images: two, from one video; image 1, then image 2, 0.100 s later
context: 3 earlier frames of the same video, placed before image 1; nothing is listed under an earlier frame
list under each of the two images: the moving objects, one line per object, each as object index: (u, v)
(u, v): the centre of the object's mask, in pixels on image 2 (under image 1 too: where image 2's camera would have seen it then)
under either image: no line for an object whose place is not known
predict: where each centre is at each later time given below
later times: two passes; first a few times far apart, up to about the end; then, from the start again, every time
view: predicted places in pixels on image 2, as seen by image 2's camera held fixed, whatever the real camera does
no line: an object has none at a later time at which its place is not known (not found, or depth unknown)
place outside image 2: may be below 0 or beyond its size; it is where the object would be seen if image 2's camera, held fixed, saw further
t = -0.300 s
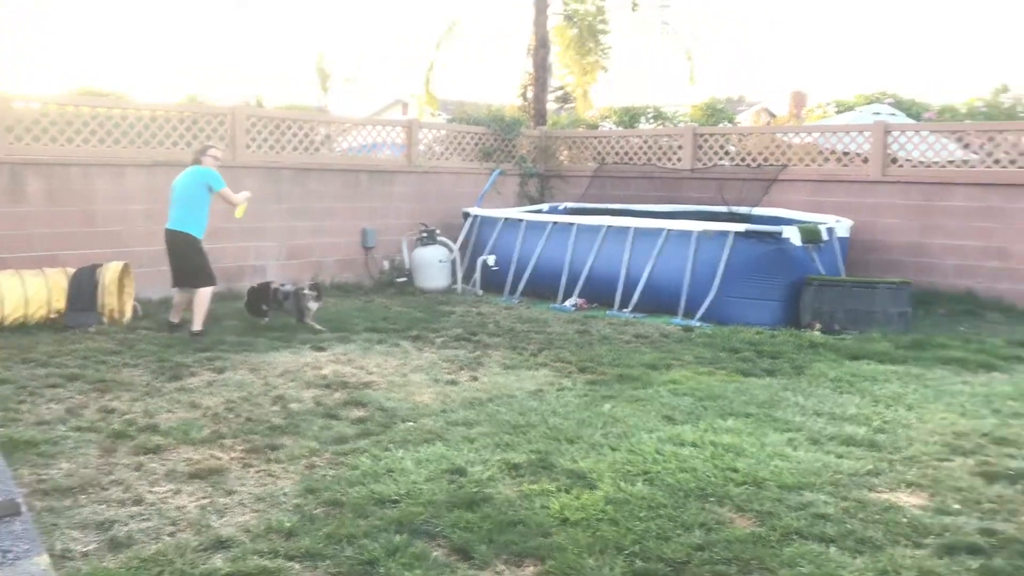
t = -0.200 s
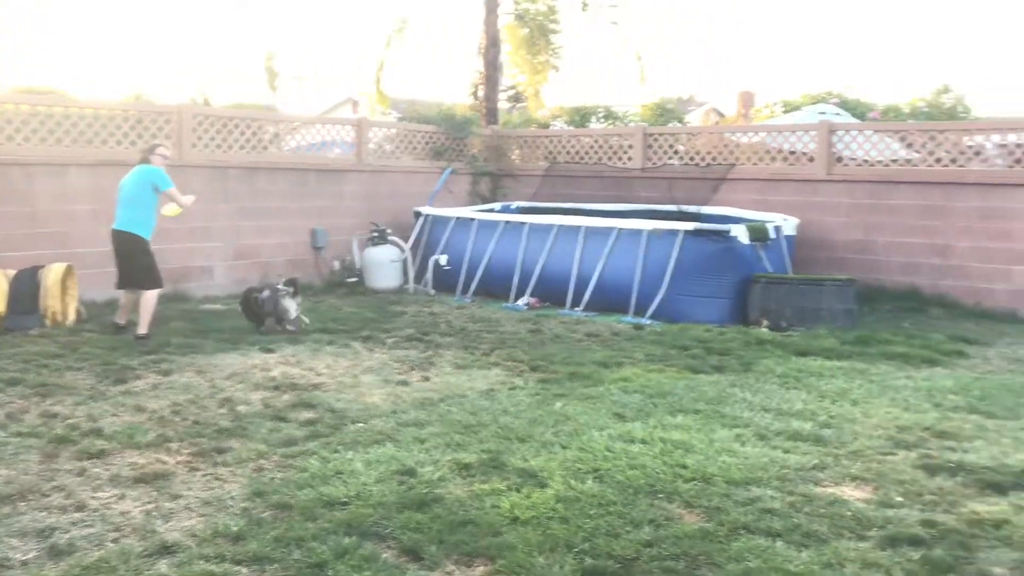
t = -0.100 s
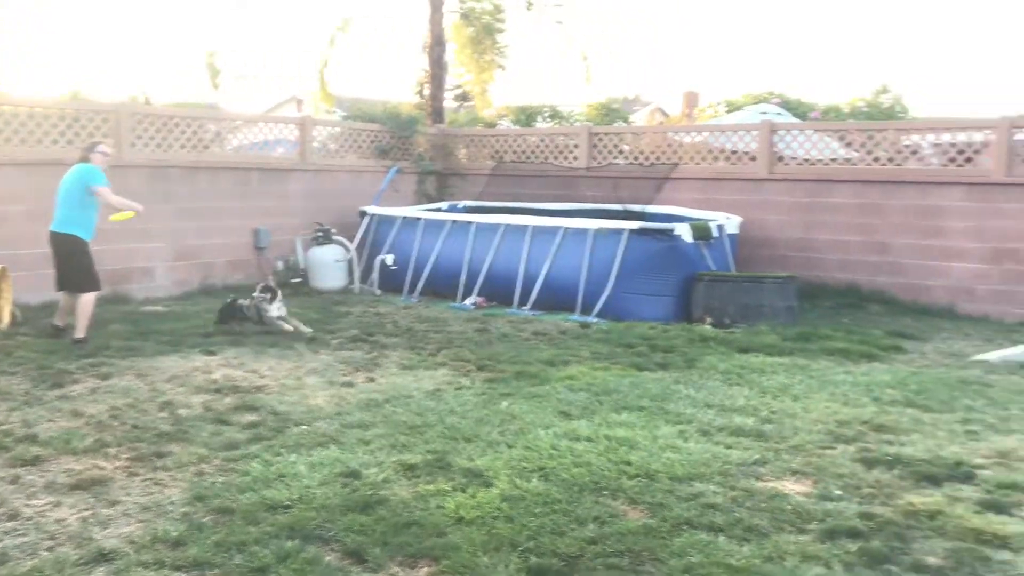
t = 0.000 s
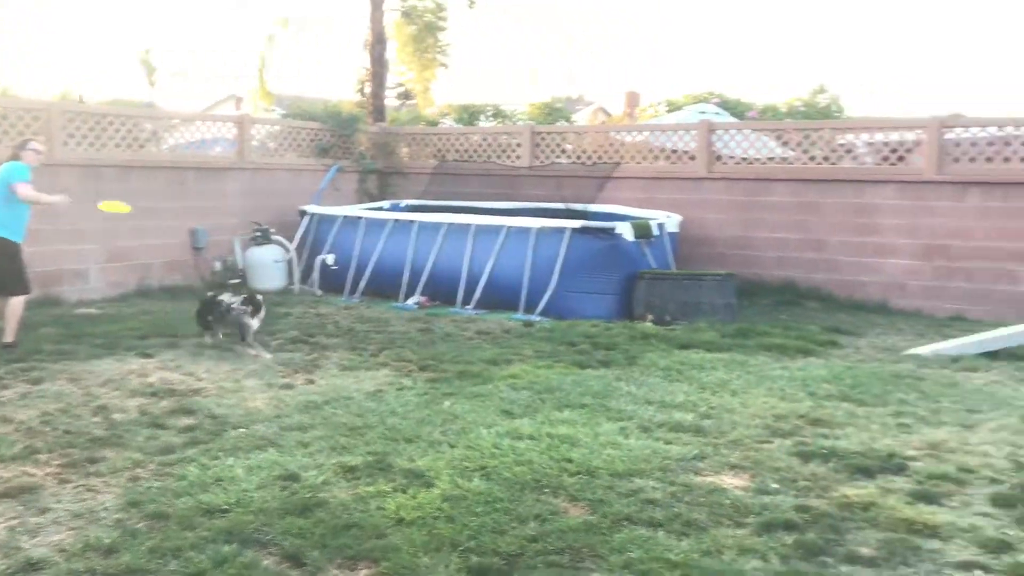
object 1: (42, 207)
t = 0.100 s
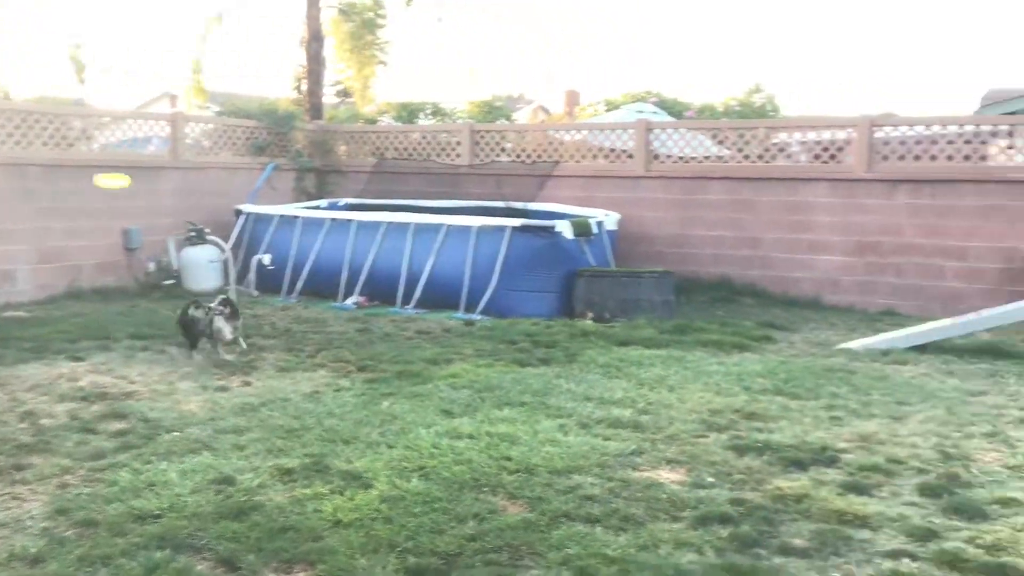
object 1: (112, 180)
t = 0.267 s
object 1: (252, 144)
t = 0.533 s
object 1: (558, 89)
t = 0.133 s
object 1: (137, 172)
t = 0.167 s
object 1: (164, 164)
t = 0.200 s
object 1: (192, 157)
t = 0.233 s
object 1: (221, 151)
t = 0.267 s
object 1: (252, 144)
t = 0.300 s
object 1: (285, 138)
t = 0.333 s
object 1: (319, 131)
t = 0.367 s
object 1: (354, 124)
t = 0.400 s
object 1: (390, 117)
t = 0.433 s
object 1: (430, 110)
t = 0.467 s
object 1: (471, 104)
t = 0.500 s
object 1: (510, 98)
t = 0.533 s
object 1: (558, 89)
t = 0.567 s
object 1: (606, 86)
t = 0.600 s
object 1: (653, 83)
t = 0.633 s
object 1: (708, 78)
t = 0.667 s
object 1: (762, 77)
